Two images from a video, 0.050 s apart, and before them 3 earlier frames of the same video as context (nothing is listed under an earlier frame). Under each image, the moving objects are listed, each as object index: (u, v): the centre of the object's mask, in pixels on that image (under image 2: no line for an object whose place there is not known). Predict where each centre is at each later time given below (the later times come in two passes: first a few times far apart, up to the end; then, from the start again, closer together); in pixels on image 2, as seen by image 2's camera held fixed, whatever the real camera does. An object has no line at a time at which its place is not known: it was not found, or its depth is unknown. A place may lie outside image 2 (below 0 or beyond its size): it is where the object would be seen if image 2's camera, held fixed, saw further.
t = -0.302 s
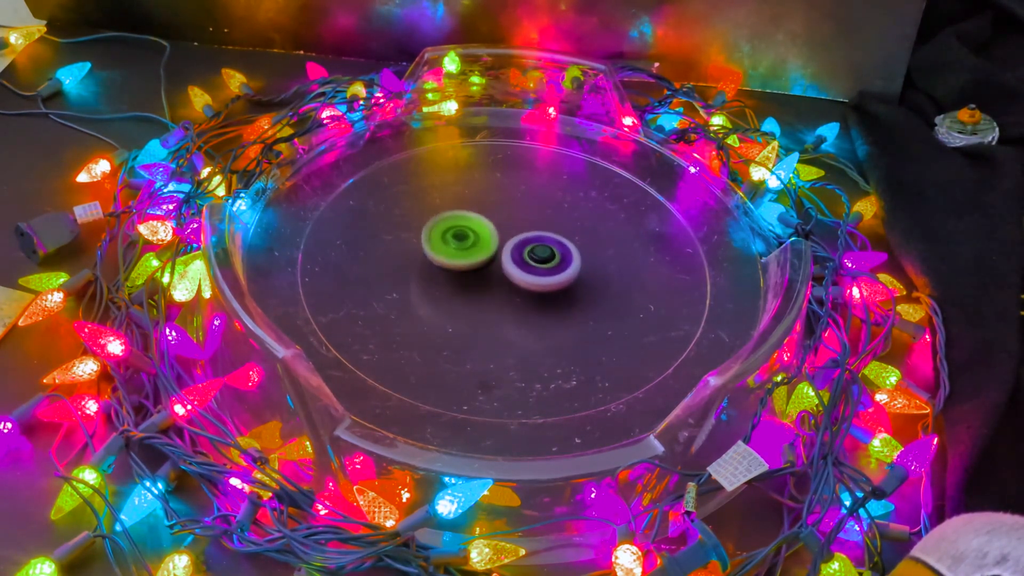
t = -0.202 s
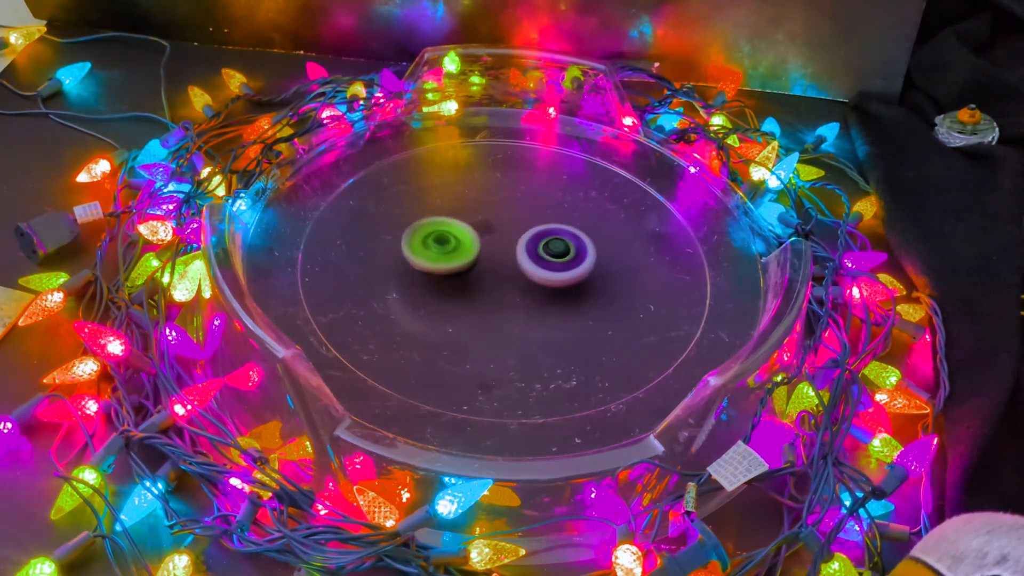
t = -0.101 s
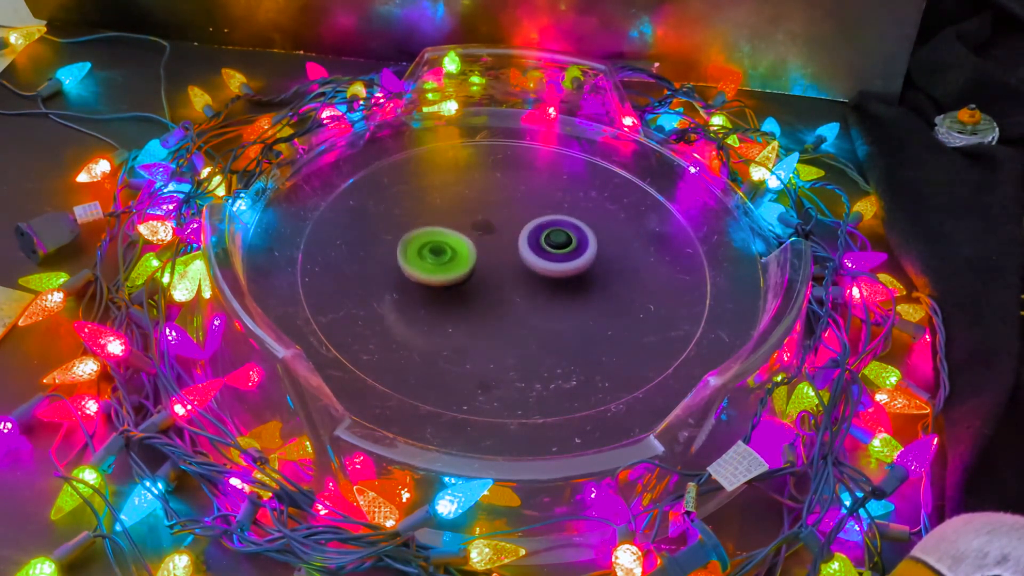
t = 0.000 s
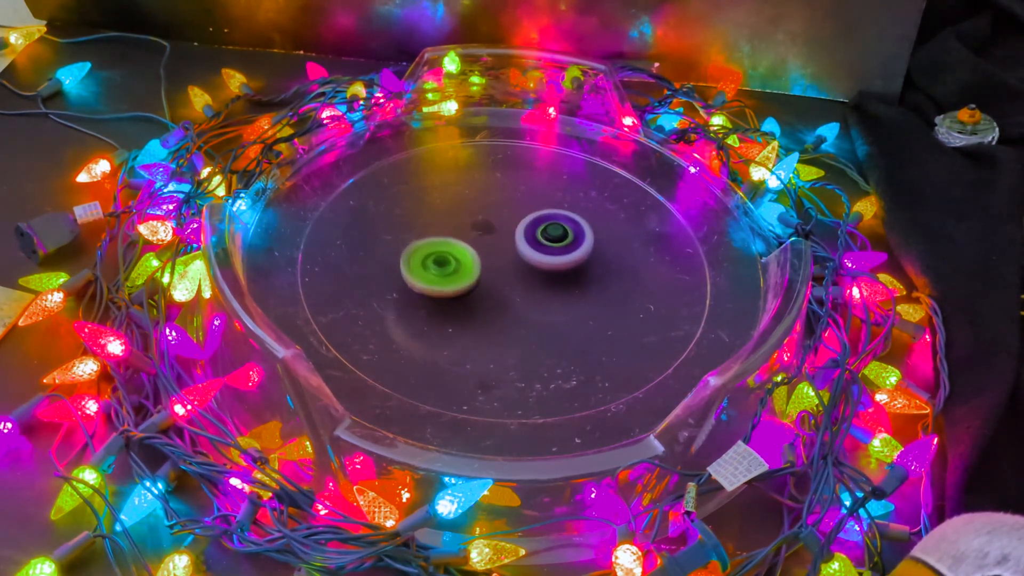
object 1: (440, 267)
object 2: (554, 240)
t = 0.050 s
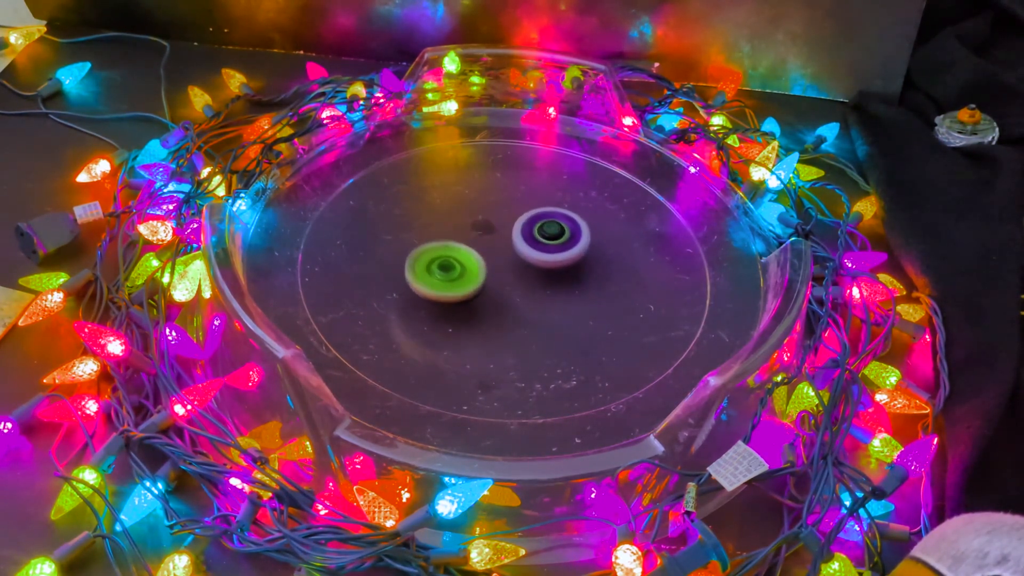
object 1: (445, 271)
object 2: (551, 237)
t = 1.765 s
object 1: (628, 271)
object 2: (416, 254)
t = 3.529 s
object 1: (438, 278)
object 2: (541, 254)
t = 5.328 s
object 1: (530, 288)
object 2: (507, 233)
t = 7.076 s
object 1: (565, 269)
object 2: (486, 253)
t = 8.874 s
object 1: (538, 291)
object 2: (511, 238)
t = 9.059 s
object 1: (534, 303)
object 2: (516, 244)
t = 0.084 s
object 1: (449, 274)
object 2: (548, 236)
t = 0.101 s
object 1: (451, 275)
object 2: (547, 236)
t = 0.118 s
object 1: (454, 277)
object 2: (545, 235)
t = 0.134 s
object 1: (456, 278)
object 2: (544, 235)
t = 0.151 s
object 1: (459, 279)
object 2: (542, 235)
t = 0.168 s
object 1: (461, 280)
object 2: (541, 235)
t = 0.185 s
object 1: (464, 281)
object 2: (539, 235)
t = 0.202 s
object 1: (467, 281)
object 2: (537, 235)
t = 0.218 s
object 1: (470, 282)
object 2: (535, 235)
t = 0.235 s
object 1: (473, 282)
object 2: (533, 236)
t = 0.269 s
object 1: (479, 283)
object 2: (530, 237)
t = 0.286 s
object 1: (481, 283)
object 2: (529, 237)
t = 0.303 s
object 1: (485, 283)
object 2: (527, 237)
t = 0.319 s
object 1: (486, 284)
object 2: (526, 237)
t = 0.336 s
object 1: (484, 289)
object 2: (528, 234)
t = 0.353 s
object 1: (483, 293)
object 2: (532, 231)
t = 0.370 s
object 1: (482, 296)
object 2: (534, 229)
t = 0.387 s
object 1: (483, 299)
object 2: (536, 227)
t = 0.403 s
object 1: (484, 301)
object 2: (536, 226)
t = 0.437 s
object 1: (488, 303)
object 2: (535, 226)
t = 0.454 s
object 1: (490, 305)
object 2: (535, 226)
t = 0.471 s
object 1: (493, 306)
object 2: (534, 226)
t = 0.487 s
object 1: (496, 307)
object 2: (533, 226)
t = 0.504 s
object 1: (499, 307)
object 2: (531, 227)
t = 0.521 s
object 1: (502, 308)
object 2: (530, 227)
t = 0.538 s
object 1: (505, 309)
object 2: (529, 227)
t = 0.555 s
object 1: (508, 309)
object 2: (527, 228)
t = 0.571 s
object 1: (511, 309)
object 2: (526, 229)
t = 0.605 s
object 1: (516, 309)
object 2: (523, 230)
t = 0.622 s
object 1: (519, 309)
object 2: (521, 231)
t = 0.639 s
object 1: (521, 308)
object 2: (519, 232)
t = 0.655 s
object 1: (524, 308)
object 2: (517, 233)
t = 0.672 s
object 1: (526, 307)
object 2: (516, 234)
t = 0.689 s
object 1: (528, 306)
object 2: (514, 236)
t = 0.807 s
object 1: (540, 298)
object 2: (507, 245)
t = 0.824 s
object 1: (542, 296)
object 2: (506, 246)
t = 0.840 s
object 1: (544, 298)
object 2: (505, 246)
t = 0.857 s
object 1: (550, 307)
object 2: (501, 235)
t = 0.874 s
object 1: (557, 315)
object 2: (497, 226)
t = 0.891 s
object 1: (562, 321)
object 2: (493, 218)
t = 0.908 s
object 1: (567, 326)
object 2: (489, 212)
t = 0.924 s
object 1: (571, 329)
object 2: (486, 207)
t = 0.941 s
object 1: (575, 331)
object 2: (484, 203)
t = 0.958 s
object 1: (579, 332)
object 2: (481, 201)
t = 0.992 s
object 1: (585, 332)
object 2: (476, 199)
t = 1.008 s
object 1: (587, 332)
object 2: (472, 199)
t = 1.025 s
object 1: (590, 332)
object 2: (469, 199)
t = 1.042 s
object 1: (593, 331)
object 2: (466, 200)
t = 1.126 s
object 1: (605, 327)
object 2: (454, 205)
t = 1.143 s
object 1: (607, 326)
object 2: (452, 206)
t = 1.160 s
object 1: (608, 324)
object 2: (451, 208)
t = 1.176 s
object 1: (609, 323)
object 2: (449, 210)
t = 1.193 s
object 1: (610, 321)
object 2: (449, 211)
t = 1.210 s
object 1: (611, 320)
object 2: (448, 213)
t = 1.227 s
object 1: (610, 318)
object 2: (447, 215)
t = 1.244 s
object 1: (610, 316)
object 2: (447, 217)
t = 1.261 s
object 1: (609, 314)
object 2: (447, 218)
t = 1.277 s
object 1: (608, 312)
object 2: (447, 221)
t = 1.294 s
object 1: (606, 310)
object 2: (447, 222)
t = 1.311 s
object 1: (605, 308)
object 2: (447, 225)
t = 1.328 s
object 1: (603, 306)
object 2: (448, 227)
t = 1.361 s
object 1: (599, 302)
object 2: (450, 232)
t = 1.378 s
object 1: (596, 300)
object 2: (451, 235)
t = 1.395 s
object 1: (593, 297)
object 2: (452, 237)
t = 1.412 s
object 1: (590, 295)
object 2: (454, 240)
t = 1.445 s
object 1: (584, 291)
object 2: (458, 246)
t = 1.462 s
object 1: (581, 289)
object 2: (460, 249)
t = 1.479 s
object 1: (577, 287)
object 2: (463, 252)
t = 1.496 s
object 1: (574, 284)
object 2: (466, 254)
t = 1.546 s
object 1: (563, 278)
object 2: (475, 262)
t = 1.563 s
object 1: (560, 276)
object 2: (478, 264)
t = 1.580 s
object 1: (570, 277)
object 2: (468, 261)
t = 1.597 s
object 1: (586, 279)
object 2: (456, 257)
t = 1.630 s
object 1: (608, 281)
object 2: (436, 251)
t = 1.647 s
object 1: (616, 282)
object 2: (429, 249)
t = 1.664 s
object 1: (621, 281)
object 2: (424, 248)
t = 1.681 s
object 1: (625, 280)
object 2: (421, 247)
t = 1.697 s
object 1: (626, 279)
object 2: (419, 248)
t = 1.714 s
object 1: (627, 277)
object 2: (418, 249)
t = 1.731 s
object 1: (628, 275)
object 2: (416, 250)
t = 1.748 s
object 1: (628, 273)
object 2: (416, 252)
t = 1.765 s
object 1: (628, 271)
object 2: (416, 254)
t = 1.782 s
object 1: (627, 268)
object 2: (416, 256)
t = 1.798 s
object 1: (627, 266)
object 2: (416, 258)
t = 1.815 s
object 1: (626, 264)
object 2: (416, 260)
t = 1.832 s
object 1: (625, 262)
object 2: (416, 262)
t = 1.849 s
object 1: (624, 260)
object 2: (417, 264)
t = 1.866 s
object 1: (623, 258)
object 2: (418, 266)
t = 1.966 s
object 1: (613, 247)
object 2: (428, 277)
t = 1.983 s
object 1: (611, 245)
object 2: (431, 279)
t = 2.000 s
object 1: (608, 244)
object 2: (434, 280)
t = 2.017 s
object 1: (606, 242)
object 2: (438, 282)
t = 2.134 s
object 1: (585, 234)
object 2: (467, 290)
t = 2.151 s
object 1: (582, 233)
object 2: (471, 291)
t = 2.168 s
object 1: (579, 232)
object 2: (476, 291)
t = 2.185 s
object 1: (575, 231)
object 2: (481, 291)
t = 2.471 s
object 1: (516, 219)
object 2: (552, 281)
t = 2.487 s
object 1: (513, 219)
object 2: (556, 280)
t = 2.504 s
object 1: (509, 219)
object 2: (558, 279)
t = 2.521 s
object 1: (506, 219)
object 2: (561, 278)
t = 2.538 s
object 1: (503, 219)
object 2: (563, 277)
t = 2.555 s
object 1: (500, 219)
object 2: (566, 275)
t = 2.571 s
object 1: (497, 219)
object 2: (568, 274)
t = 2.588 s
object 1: (494, 218)
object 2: (569, 272)
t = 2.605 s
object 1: (491, 219)
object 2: (571, 271)
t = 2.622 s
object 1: (489, 218)
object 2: (572, 270)
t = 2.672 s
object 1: (481, 219)
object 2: (575, 266)
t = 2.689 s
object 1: (479, 219)
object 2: (576, 265)
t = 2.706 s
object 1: (477, 220)
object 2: (576, 264)
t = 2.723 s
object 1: (474, 220)
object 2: (576, 263)
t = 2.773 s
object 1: (469, 222)
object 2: (576, 260)
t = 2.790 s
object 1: (467, 222)
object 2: (576, 259)
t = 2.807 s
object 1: (466, 223)
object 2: (576, 259)
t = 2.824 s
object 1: (464, 224)
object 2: (575, 258)
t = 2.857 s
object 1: (461, 226)
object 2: (574, 256)
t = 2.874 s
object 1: (460, 226)
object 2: (573, 256)
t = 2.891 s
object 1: (459, 227)
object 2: (572, 255)
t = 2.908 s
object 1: (458, 228)
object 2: (571, 254)
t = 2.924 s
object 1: (457, 229)
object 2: (569, 253)
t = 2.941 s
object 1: (456, 231)
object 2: (568, 253)
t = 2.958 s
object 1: (456, 232)
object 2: (566, 252)
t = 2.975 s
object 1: (456, 233)
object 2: (565, 252)
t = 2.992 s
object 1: (455, 234)
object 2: (563, 251)
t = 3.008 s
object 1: (455, 235)
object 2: (561, 251)
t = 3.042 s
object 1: (455, 238)
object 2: (557, 251)
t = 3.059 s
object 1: (455, 240)
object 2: (555, 251)
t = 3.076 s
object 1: (456, 241)
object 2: (552, 250)
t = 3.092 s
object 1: (456, 243)
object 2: (550, 251)
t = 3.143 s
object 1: (458, 247)
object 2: (543, 251)
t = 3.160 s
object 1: (460, 248)
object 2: (541, 251)
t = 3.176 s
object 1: (458, 250)
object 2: (541, 251)
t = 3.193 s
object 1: (454, 251)
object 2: (544, 252)
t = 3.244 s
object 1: (451, 254)
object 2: (544, 253)
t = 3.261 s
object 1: (450, 256)
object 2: (543, 253)
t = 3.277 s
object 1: (451, 257)
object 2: (541, 253)
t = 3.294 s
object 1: (451, 259)
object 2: (540, 253)
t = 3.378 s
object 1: (454, 265)
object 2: (533, 255)
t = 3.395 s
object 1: (455, 266)
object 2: (532, 255)
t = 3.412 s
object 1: (452, 268)
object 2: (533, 255)
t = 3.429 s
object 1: (446, 270)
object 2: (537, 255)
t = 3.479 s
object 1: (439, 274)
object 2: (541, 254)
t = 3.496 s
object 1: (438, 276)
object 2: (541, 254)
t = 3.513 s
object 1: (438, 277)
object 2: (542, 254)
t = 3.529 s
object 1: (438, 278)
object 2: (541, 254)
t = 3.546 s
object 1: (438, 279)
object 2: (541, 254)
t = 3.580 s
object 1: (438, 281)
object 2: (540, 255)
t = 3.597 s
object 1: (439, 283)
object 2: (539, 255)
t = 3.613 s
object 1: (440, 284)
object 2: (538, 255)
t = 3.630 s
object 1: (440, 285)
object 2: (538, 256)
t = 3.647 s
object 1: (441, 286)
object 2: (536, 256)
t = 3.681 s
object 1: (444, 288)
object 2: (535, 257)
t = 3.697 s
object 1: (445, 289)
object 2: (534, 258)
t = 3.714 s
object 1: (446, 289)
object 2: (533, 258)
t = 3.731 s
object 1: (448, 290)
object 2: (532, 259)
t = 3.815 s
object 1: (458, 293)
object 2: (527, 262)
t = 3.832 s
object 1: (460, 293)
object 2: (526, 262)
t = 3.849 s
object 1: (463, 293)
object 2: (526, 262)
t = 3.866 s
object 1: (463, 293)
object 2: (526, 262)
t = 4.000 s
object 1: (470, 295)
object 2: (528, 260)
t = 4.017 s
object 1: (472, 295)
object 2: (528, 259)
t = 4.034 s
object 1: (469, 296)
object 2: (530, 258)
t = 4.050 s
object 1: (463, 299)
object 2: (534, 254)
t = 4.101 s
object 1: (456, 305)
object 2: (547, 247)
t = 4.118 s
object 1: (455, 306)
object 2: (550, 245)
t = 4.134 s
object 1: (456, 306)
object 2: (551, 244)
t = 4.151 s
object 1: (456, 307)
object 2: (551, 242)
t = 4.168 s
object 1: (456, 307)
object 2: (551, 241)
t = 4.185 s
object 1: (457, 308)
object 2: (552, 240)
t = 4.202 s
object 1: (458, 308)
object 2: (552, 239)
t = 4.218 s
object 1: (458, 309)
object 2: (551, 237)
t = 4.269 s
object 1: (462, 309)
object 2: (550, 235)
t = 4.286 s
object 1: (463, 309)
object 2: (550, 234)
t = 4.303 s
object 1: (464, 309)
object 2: (549, 233)
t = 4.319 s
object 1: (466, 308)
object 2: (549, 232)
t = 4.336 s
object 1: (467, 308)
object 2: (548, 232)
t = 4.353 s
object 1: (470, 307)
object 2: (547, 231)
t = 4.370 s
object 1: (471, 306)
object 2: (546, 231)
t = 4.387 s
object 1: (473, 305)
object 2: (545, 231)
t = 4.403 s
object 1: (475, 304)
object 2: (544, 230)
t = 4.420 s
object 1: (477, 303)
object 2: (543, 230)
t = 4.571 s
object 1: (494, 289)
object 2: (531, 235)
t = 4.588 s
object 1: (496, 288)
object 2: (530, 235)
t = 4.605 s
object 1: (498, 286)
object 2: (529, 236)
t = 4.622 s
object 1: (499, 286)
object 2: (529, 235)
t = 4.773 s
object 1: (506, 283)
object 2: (526, 231)
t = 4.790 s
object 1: (507, 282)
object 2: (526, 230)
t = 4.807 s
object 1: (507, 283)
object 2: (526, 229)
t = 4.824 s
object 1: (505, 287)
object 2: (526, 227)
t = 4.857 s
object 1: (504, 292)
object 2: (526, 221)
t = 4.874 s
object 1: (504, 293)
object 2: (526, 219)
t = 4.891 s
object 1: (505, 294)
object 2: (525, 217)
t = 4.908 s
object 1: (506, 295)
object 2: (524, 217)
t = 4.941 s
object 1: (509, 296)
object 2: (523, 215)
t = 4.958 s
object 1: (510, 296)
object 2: (522, 214)
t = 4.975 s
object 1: (512, 296)
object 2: (522, 214)
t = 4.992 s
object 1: (513, 297)
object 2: (521, 214)
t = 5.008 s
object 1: (514, 297)
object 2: (520, 214)
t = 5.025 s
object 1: (515, 297)
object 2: (519, 214)
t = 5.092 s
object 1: (519, 297)
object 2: (516, 215)
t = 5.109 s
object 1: (521, 296)
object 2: (515, 215)
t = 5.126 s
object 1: (522, 296)
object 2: (515, 216)
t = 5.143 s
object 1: (522, 296)
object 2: (514, 217)
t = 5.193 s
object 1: (525, 294)
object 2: (512, 220)
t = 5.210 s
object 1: (526, 294)
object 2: (511, 222)
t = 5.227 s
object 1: (527, 293)
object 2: (510, 223)
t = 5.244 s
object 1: (528, 292)
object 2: (510, 225)
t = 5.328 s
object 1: (530, 288)
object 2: (507, 233)
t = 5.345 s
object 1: (531, 287)
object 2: (507, 234)
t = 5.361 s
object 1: (531, 288)
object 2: (506, 234)
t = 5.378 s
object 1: (532, 291)
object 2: (505, 233)
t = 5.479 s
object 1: (535, 293)
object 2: (500, 235)
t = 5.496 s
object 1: (535, 294)
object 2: (499, 236)
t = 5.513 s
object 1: (536, 293)
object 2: (498, 237)
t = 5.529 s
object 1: (537, 293)
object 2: (498, 238)
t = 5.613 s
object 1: (539, 291)
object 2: (494, 243)
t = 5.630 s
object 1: (540, 290)
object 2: (494, 245)
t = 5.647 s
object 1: (541, 291)
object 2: (492, 244)
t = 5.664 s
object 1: (542, 293)
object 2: (490, 243)
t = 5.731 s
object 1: (543, 294)
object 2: (485, 244)
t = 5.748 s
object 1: (544, 294)
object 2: (484, 244)
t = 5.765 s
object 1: (544, 294)
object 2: (484, 245)
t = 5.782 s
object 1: (545, 294)
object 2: (483, 246)
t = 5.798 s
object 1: (545, 294)
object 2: (482, 247)
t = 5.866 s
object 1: (545, 292)
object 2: (480, 250)
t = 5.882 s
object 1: (545, 292)
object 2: (480, 251)
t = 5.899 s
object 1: (544, 291)
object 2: (480, 252)
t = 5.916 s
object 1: (544, 290)
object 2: (479, 253)
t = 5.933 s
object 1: (543, 289)
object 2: (479, 253)
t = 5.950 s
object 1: (545, 290)
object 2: (478, 253)
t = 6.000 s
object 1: (551, 293)
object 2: (470, 251)
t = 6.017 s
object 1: (552, 293)
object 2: (469, 251)
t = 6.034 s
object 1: (552, 293)
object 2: (468, 251)
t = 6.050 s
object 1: (553, 293)
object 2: (468, 252)
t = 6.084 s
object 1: (554, 293)
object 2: (467, 252)
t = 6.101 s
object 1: (555, 293)
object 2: (466, 252)
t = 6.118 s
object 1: (555, 293)
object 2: (466, 253)
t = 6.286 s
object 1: (550, 285)
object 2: (471, 257)
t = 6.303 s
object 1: (549, 284)
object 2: (472, 258)
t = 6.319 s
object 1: (548, 283)
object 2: (473, 258)
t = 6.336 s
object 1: (551, 284)
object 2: (471, 257)
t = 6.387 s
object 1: (560, 286)
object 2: (461, 253)
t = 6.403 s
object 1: (562, 286)
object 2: (460, 252)
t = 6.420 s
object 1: (563, 286)
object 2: (459, 253)
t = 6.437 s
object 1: (563, 286)
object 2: (459, 253)
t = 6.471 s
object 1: (564, 285)
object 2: (459, 253)
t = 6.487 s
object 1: (565, 284)
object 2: (460, 253)
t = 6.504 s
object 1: (566, 284)
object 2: (460, 254)
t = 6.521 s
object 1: (566, 283)
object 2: (461, 254)
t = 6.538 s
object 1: (566, 282)
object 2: (462, 254)
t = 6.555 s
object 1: (566, 282)
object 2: (463, 255)
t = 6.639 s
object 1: (562, 278)
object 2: (471, 257)
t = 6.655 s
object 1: (561, 277)
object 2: (473, 257)
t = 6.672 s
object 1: (560, 277)
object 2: (475, 258)
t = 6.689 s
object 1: (559, 276)
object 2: (476, 258)
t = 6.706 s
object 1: (558, 275)
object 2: (478, 258)
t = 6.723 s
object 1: (558, 275)
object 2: (479, 258)
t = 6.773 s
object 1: (562, 275)
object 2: (478, 257)
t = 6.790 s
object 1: (564, 275)
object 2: (478, 257)
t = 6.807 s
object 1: (565, 275)
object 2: (479, 257)
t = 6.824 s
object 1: (565, 275)
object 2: (479, 256)
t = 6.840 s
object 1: (565, 274)
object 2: (480, 256)
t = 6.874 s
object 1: (565, 274)
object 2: (481, 256)
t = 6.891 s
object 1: (564, 273)
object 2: (482, 256)
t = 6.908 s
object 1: (564, 272)
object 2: (483, 256)
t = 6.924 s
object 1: (564, 272)
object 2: (483, 256)
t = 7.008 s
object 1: (564, 270)
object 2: (485, 254)
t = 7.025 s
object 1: (564, 270)
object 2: (486, 254)
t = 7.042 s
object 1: (563, 269)
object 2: (486, 254)
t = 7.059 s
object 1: (564, 269)
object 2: (486, 253)
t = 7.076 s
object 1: (565, 269)
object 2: (486, 253)
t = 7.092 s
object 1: (564, 269)
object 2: (485, 252)
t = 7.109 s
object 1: (564, 269)
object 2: (486, 252)
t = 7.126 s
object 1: (564, 269)
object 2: (486, 252)
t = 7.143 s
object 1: (566, 270)
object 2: (483, 250)
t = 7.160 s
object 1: (570, 271)
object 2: (480, 249)
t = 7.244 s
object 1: (572, 273)
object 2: (476, 247)
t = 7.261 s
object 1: (573, 273)
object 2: (476, 246)
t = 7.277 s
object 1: (573, 273)
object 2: (475, 246)
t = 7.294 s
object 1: (574, 273)
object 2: (475, 246)
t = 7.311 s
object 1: (573, 273)
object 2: (475, 246)
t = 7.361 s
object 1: (572, 274)
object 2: (475, 246)
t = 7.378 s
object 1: (571, 274)
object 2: (476, 246)
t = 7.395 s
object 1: (571, 274)
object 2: (476, 247)
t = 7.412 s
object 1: (570, 274)
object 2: (477, 247)
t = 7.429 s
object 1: (568, 274)
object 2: (478, 247)
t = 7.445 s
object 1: (567, 274)
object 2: (478, 248)
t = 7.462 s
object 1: (566, 274)
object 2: (479, 248)
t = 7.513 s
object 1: (561, 274)
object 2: (483, 249)
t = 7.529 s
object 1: (559, 274)
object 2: (484, 249)
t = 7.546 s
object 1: (558, 274)
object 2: (484, 249)
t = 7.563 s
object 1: (558, 275)
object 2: (484, 249)
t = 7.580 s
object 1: (557, 276)
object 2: (485, 249)
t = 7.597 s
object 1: (556, 276)
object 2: (485, 249)
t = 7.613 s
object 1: (559, 278)
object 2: (482, 247)
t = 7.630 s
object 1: (562, 280)
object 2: (477, 244)
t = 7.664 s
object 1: (564, 283)
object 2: (472, 241)
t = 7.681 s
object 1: (564, 284)
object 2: (471, 241)
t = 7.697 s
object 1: (563, 284)
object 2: (471, 240)
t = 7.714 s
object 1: (563, 284)
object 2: (470, 240)
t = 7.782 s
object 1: (561, 285)
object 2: (468, 239)
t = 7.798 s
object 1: (560, 286)
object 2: (467, 239)
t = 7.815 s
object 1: (558, 286)
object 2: (467, 239)
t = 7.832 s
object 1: (557, 286)
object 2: (467, 239)
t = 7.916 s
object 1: (549, 285)
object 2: (469, 240)
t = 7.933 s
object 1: (547, 285)
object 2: (469, 241)
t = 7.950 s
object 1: (546, 285)
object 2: (470, 242)
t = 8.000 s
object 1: (540, 283)
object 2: (473, 243)
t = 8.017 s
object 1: (539, 283)
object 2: (475, 244)
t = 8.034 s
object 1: (537, 282)
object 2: (476, 244)
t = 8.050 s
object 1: (538, 285)
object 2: (474, 242)
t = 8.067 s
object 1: (542, 289)
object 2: (470, 236)
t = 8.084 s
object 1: (544, 292)
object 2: (468, 232)
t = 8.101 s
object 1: (545, 294)
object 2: (466, 229)
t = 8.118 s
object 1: (544, 295)
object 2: (466, 228)
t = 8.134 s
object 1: (544, 296)
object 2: (465, 227)
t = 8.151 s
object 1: (544, 296)
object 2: (466, 226)
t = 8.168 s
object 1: (543, 296)
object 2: (465, 226)
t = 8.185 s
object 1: (543, 296)
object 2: (465, 226)
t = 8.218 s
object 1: (541, 296)
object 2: (466, 225)
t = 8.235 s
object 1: (540, 295)
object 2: (466, 225)
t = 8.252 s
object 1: (540, 295)
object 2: (466, 224)
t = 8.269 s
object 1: (539, 294)
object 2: (467, 224)
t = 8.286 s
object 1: (538, 294)
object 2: (468, 224)
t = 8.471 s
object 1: (528, 284)
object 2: (483, 232)
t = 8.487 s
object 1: (527, 282)
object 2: (484, 233)
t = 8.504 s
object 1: (528, 283)
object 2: (486, 234)
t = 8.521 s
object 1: (529, 285)
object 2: (487, 232)
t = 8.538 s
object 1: (530, 287)
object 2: (489, 231)
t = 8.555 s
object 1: (531, 288)
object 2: (491, 230)
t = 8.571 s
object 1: (531, 288)
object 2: (492, 230)
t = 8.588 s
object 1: (530, 288)
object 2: (493, 231)
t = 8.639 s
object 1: (532, 286)
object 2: (497, 232)
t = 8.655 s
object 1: (531, 286)
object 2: (498, 233)
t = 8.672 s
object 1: (532, 285)
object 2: (499, 234)
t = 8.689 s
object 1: (533, 286)
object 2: (501, 233)
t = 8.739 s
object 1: (536, 291)
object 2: (505, 232)
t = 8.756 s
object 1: (537, 291)
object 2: (506, 232)
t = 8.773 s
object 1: (537, 292)
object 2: (507, 233)
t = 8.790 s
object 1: (537, 292)
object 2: (507, 234)
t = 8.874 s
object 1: (538, 291)
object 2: (511, 238)
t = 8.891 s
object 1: (539, 291)
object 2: (513, 239)
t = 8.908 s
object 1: (539, 292)
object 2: (513, 240)
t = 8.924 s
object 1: (538, 295)
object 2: (513, 239)
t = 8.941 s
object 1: (537, 298)
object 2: (513, 239)
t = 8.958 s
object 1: (537, 300)
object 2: (514, 239)
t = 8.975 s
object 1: (536, 301)
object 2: (514, 239)
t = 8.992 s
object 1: (535, 301)
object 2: (514, 240)
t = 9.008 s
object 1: (534, 301)
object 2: (515, 240)
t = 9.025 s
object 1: (535, 302)
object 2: (516, 241)
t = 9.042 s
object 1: (535, 302)
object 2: (516, 243)
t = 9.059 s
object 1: (534, 303)
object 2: (516, 244)
